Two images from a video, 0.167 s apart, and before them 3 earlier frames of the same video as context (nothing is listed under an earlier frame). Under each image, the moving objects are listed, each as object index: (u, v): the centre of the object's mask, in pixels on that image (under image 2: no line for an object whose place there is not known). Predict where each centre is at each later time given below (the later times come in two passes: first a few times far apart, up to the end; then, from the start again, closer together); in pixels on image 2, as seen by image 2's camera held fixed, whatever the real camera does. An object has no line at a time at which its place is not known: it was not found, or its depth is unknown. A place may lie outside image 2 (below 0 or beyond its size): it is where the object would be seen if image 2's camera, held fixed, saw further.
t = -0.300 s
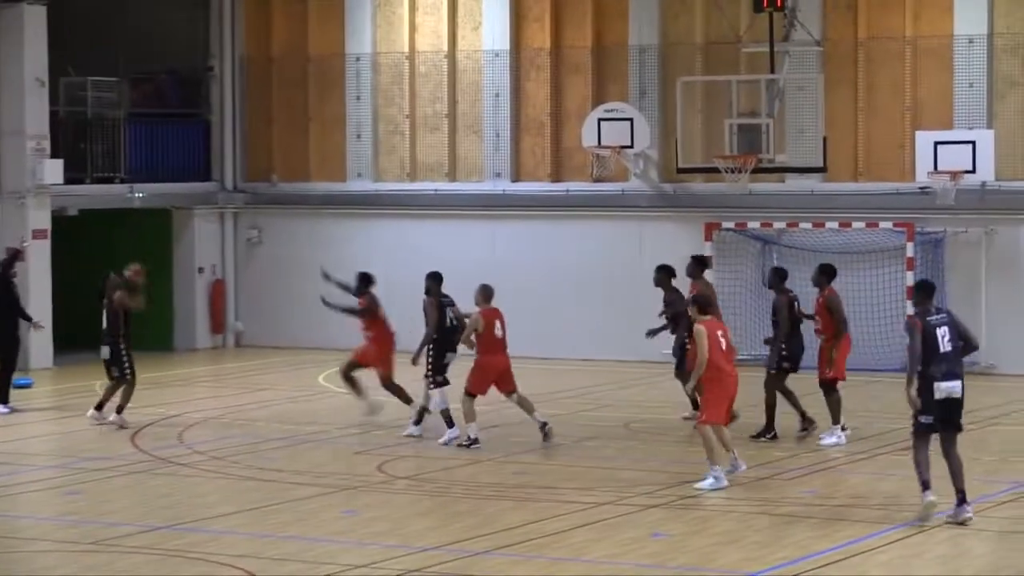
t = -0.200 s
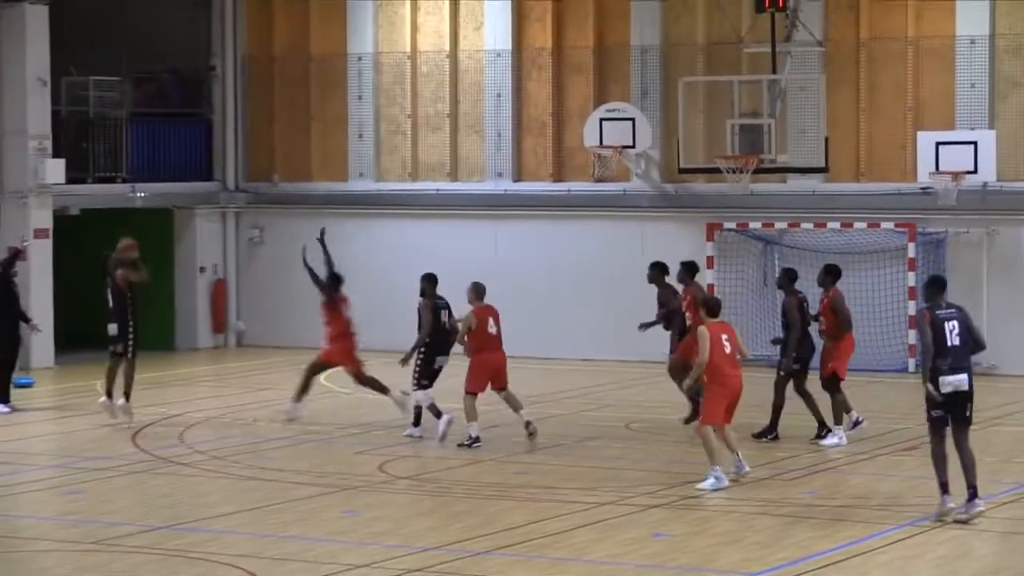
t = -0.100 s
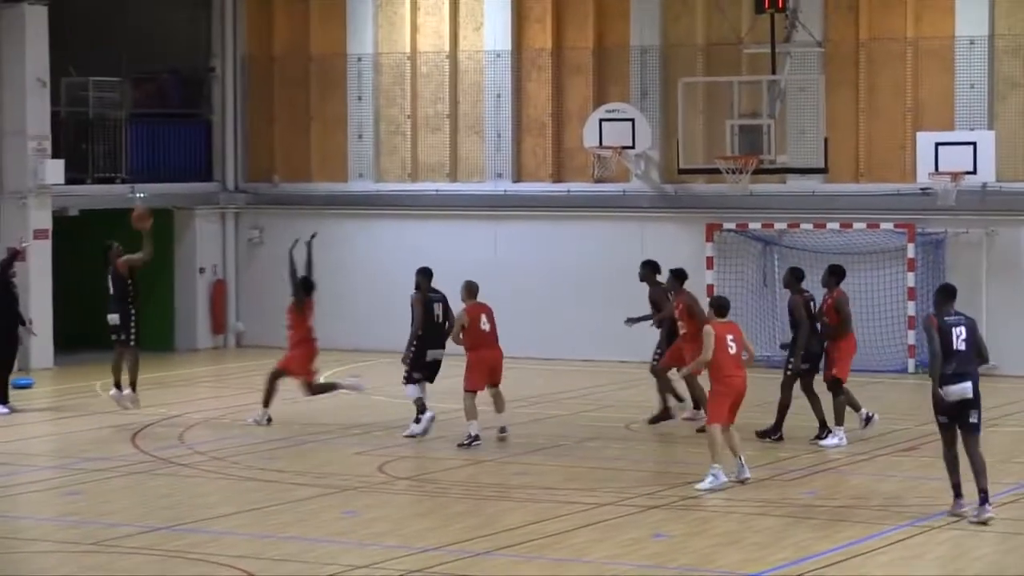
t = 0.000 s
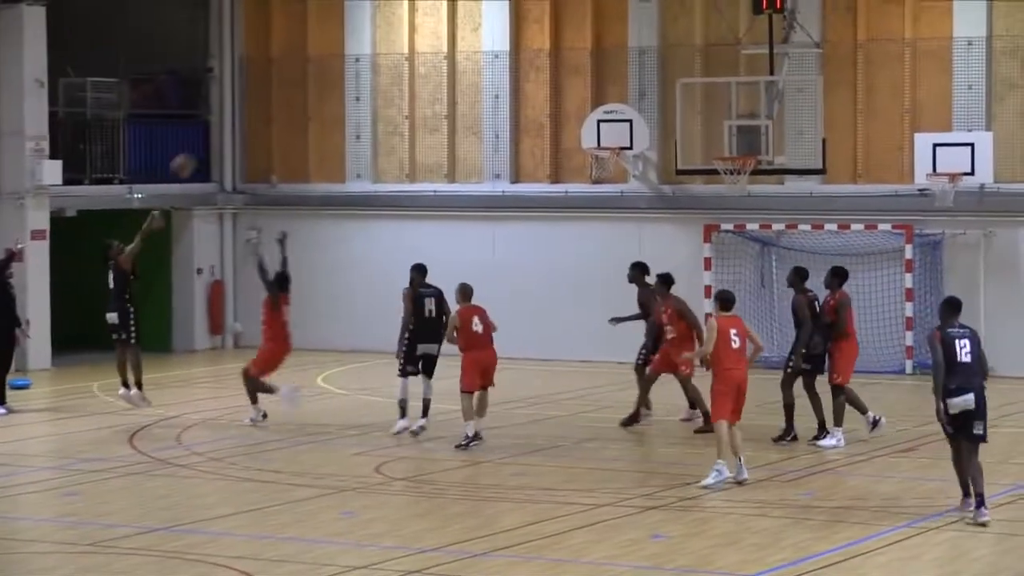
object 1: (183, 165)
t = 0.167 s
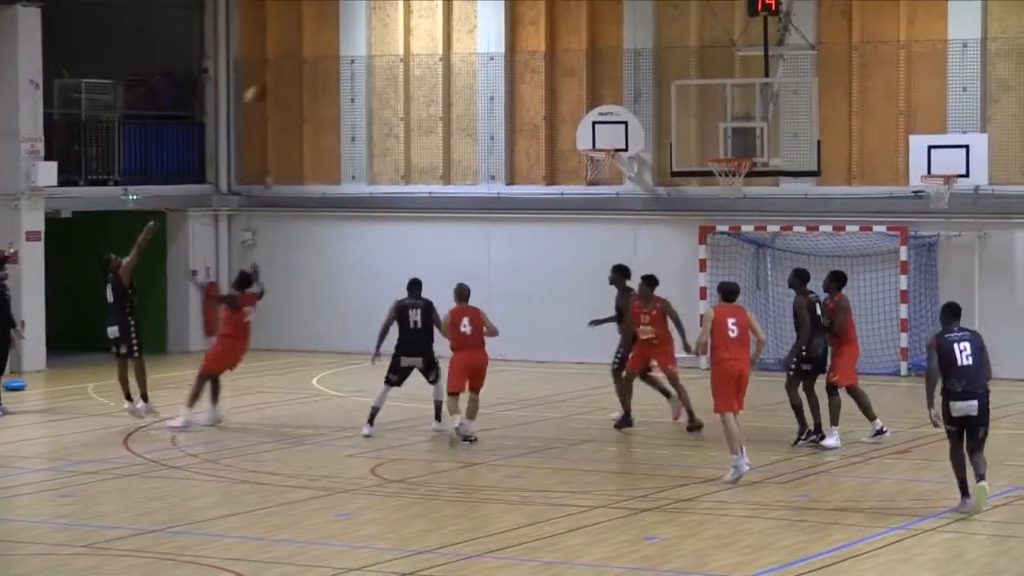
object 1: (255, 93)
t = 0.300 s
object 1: (325, 49)
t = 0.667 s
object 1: (497, 14)
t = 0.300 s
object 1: (325, 49)
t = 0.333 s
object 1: (334, 45)
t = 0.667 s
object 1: (497, 14)
